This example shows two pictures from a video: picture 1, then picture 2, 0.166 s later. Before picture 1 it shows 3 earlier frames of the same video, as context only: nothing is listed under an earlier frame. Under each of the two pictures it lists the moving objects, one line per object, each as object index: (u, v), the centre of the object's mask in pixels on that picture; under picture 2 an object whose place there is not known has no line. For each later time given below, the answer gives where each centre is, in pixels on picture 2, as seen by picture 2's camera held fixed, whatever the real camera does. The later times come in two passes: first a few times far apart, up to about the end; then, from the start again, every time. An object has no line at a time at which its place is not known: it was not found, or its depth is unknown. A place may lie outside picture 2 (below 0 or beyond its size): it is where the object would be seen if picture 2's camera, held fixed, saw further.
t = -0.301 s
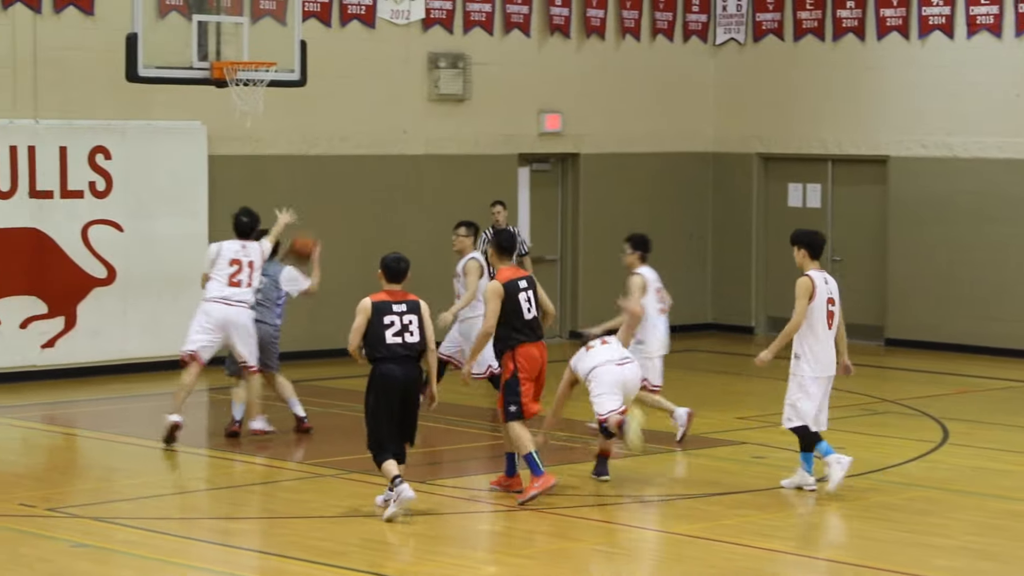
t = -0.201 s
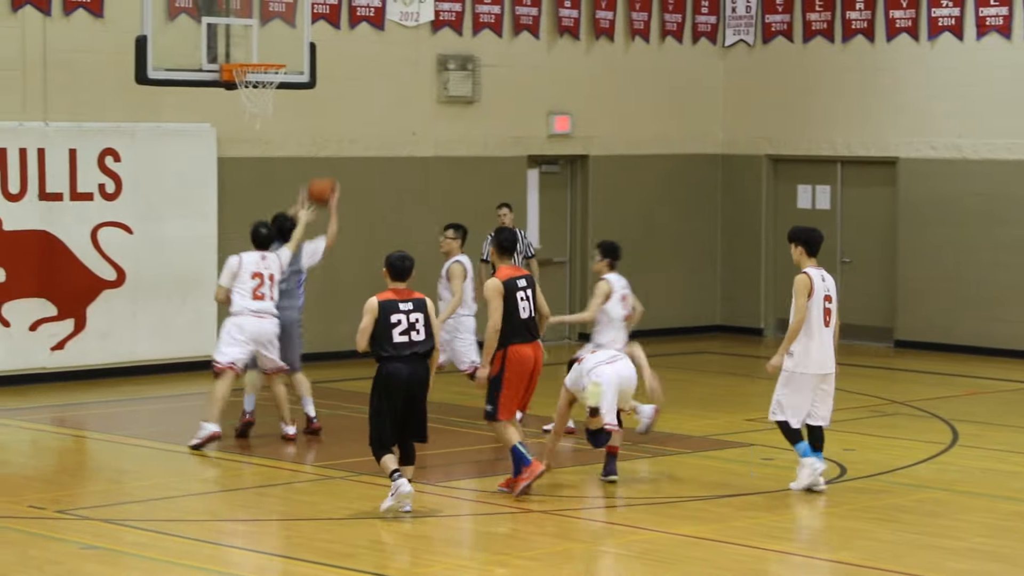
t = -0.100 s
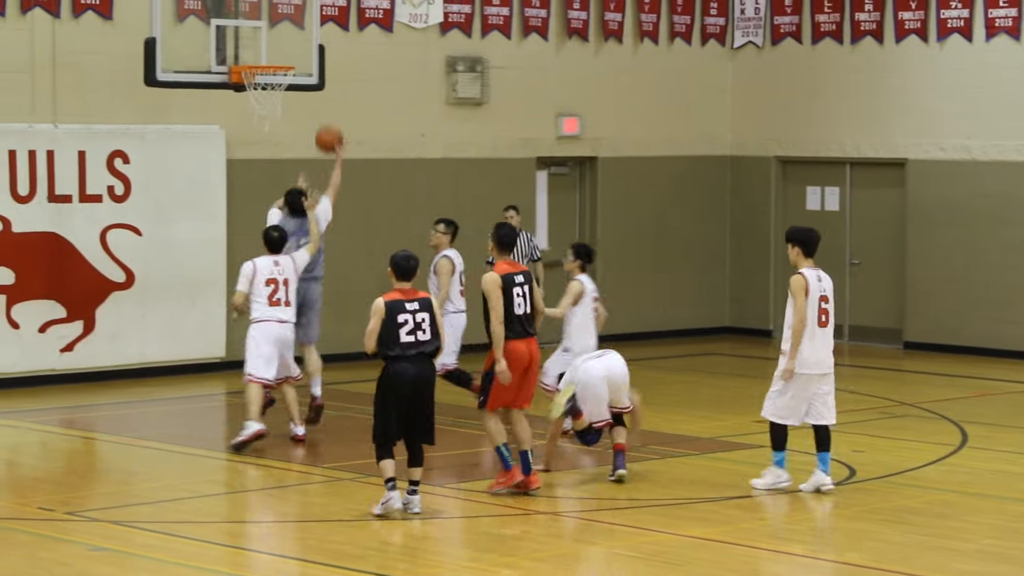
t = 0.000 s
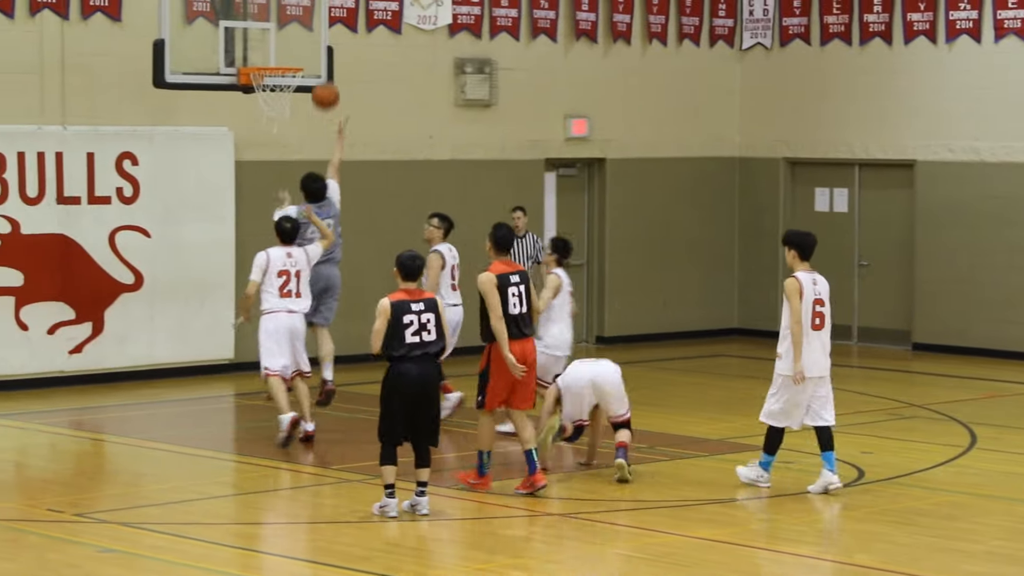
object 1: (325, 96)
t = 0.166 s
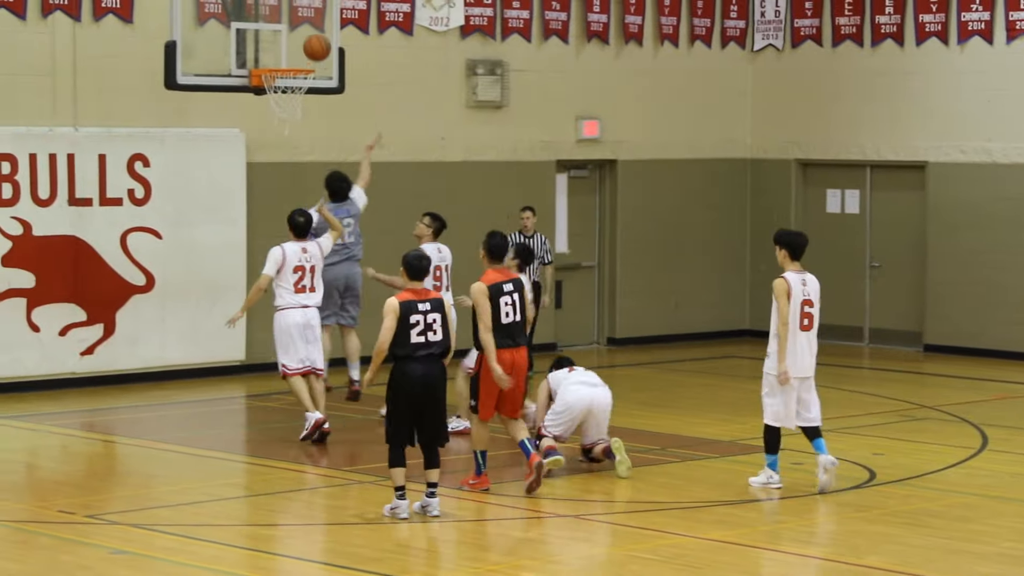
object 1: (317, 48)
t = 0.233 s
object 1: (309, 37)
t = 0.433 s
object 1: (286, 35)
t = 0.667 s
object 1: (272, 36)
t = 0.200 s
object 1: (313, 42)
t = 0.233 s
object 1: (309, 37)
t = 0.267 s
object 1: (306, 33)
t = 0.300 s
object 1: (302, 31)
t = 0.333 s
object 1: (298, 31)
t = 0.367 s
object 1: (293, 31)
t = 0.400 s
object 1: (290, 32)
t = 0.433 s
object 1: (286, 35)
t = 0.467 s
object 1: (282, 39)
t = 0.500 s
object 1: (279, 44)
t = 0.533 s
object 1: (275, 51)
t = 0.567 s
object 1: (272, 55)
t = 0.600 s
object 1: (272, 47)
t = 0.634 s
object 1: (272, 41)
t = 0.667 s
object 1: (272, 36)
